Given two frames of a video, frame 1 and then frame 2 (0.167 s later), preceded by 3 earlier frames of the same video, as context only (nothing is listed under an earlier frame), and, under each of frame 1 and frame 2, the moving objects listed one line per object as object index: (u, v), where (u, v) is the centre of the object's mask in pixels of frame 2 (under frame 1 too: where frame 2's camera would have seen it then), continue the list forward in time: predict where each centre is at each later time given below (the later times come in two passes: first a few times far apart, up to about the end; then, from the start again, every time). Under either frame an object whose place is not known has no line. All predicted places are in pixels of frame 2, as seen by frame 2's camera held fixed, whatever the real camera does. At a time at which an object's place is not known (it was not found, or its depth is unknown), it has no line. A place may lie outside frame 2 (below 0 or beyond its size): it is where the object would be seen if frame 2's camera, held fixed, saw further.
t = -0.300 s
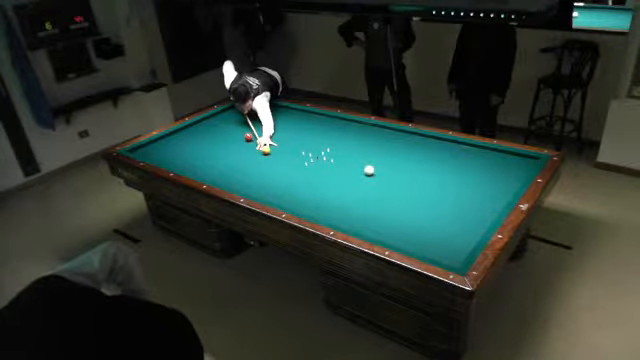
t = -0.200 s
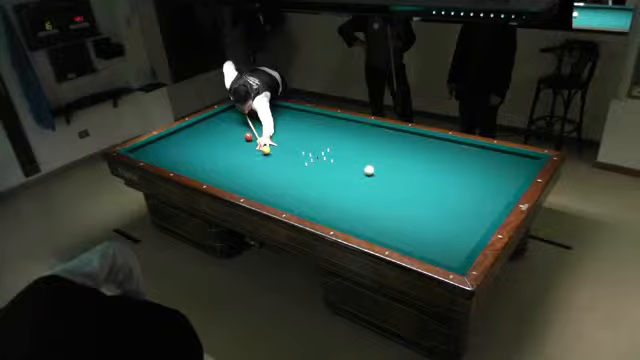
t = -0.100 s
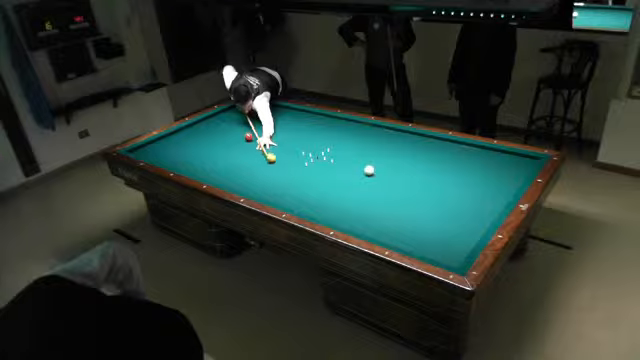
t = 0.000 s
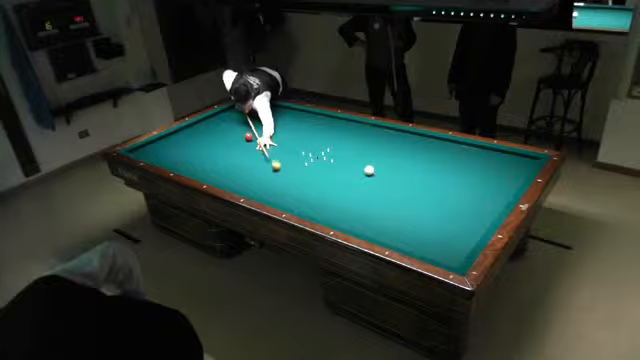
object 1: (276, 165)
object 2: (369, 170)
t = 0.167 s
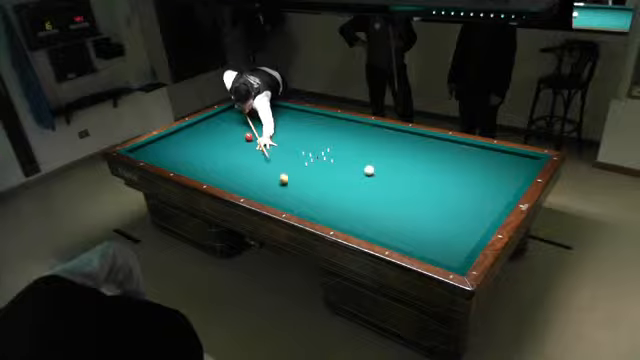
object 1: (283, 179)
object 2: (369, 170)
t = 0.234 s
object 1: (288, 185)
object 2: (369, 170)
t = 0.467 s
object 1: (301, 207)
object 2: (369, 170)
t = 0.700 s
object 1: (335, 213)
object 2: (369, 170)
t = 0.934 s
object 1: (370, 215)
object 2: (369, 170)
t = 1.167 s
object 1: (405, 219)
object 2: (369, 170)
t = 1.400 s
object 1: (442, 221)
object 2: (369, 170)
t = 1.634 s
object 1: (479, 224)
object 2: (369, 170)
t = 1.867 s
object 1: (470, 217)
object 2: (369, 170)
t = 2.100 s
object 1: (455, 210)
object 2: (369, 170)
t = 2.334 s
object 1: (442, 203)
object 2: (369, 170)
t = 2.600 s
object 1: (428, 196)
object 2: (369, 170)
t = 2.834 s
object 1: (417, 190)
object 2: (369, 170)
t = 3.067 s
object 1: (406, 184)
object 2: (369, 170)
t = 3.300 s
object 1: (396, 179)
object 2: (369, 170)
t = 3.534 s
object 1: (388, 174)
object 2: (369, 170)
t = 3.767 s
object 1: (379, 170)
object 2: (369, 170)
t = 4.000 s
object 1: (375, 166)
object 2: (365, 170)
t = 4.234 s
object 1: (371, 161)
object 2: (362, 171)
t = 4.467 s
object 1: (368, 158)
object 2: (360, 170)
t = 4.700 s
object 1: (365, 154)
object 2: (357, 171)
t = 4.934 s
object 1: (362, 150)
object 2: (354, 172)
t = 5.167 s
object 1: (359, 148)
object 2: (352, 172)
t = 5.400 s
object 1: (356, 144)
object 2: (351, 172)
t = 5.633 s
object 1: (354, 141)
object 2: (349, 172)
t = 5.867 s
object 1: (352, 139)
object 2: (348, 172)
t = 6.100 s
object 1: (350, 137)
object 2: (347, 173)
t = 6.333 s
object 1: (348, 134)
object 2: (346, 172)
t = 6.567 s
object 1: (346, 132)
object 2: (346, 172)
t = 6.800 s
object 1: (345, 131)
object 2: (346, 172)
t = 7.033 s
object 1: (343, 128)
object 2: (346, 172)
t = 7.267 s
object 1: (342, 127)
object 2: (346, 172)
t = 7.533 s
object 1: (340, 125)
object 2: (346, 172)
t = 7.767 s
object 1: (339, 123)
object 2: (346, 172)
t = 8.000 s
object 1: (338, 122)
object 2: (346, 172)
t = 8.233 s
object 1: (337, 121)
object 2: (346, 172)
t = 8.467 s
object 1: (336, 120)
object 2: (346, 172)
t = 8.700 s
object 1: (336, 119)
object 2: (346, 172)
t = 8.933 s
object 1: (335, 118)
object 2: (346, 172)
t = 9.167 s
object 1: (333, 118)
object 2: (346, 172)
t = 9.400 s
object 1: (332, 117)
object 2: (346, 172)
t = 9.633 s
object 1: (331, 117)
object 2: (346, 173)
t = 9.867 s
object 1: (330, 117)
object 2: (346, 173)
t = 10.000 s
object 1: (329, 118)
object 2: (346, 172)
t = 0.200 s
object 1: (286, 182)
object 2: (369, 170)
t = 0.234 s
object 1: (288, 185)
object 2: (369, 170)
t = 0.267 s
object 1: (289, 188)
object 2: (369, 170)
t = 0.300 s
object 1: (292, 191)
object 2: (369, 170)
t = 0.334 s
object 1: (294, 195)
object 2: (369, 170)
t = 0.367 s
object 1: (296, 198)
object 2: (369, 170)
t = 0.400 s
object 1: (297, 201)
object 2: (369, 170)
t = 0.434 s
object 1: (299, 204)
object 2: (369, 170)
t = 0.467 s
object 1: (301, 207)
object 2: (369, 170)
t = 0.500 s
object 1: (303, 208)
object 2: (369, 170)
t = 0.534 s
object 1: (310, 211)
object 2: (369, 170)
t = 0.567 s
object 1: (314, 211)
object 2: (369, 170)
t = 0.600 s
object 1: (320, 212)
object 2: (369, 170)
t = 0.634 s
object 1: (325, 212)
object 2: (369, 170)
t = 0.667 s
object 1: (330, 213)
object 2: (369, 170)
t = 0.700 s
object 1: (335, 213)
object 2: (369, 170)
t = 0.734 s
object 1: (340, 213)
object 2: (369, 170)
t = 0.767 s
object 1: (345, 214)
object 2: (369, 170)
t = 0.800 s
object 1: (350, 214)
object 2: (369, 170)
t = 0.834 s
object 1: (355, 214)
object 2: (369, 170)
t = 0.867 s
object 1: (360, 215)
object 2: (369, 170)
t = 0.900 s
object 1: (365, 215)
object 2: (369, 170)
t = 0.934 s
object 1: (370, 215)
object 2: (369, 170)
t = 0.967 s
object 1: (375, 216)
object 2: (369, 170)
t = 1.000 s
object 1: (379, 216)
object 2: (369, 170)
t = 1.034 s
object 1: (385, 217)
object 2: (369, 170)
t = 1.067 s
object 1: (390, 217)
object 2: (369, 170)
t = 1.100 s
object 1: (395, 218)
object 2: (369, 170)
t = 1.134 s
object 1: (400, 218)
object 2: (369, 170)
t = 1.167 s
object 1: (405, 219)
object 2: (369, 170)
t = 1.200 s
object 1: (410, 219)
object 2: (369, 170)
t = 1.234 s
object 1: (415, 219)
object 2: (369, 170)
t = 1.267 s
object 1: (421, 219)
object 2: (369, 170)
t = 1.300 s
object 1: (426, 220)
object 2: (369, 170)
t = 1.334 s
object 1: (431, 220)
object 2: (369, 170)
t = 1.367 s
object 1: (437, 221)
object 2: (369, 170)
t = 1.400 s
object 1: (442, 221)
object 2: (369, 170)
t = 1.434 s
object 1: (447, 221)
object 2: (369, 170)
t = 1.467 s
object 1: (453, 222)
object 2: (369, 170)
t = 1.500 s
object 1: (458, 222)
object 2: (369, 170)
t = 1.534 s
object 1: (463, 222)
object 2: (369, 170)
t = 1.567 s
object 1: (468, 223)
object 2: (369, 170)
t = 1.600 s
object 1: (473, 223)
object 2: (369, 170)
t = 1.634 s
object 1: (479, 224)
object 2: (369, 170)
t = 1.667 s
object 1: (484, 223)
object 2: (369, 170)
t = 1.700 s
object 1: (483, 223)
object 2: (369, 170)
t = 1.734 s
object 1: (480, 222)
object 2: (369, 170)
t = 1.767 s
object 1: (477, 221)
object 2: (369, 170)
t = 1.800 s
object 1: (474, 219)
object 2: (369, 170)
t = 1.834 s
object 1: (472, 218)
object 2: (369, 170)
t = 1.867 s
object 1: (470, 217)
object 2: (369, 170)
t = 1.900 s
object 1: (467, 216)
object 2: (369, 170)
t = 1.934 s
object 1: (465, 215)
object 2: (369, 170)
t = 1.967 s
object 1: (463, 214)
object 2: (369, 170)
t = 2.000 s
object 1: (461, 213)
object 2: (369, 170)
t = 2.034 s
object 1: (459, 212)
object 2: (369, 170)
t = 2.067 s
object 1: (457, 210)
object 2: (369, 170)
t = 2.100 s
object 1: (455, 210)
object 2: (369, 170)
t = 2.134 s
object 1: (453, 209)
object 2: (369, 170)
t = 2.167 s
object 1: (452, 208)
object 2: (369, 170)
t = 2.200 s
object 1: (450, 207)
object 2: (369, 170)
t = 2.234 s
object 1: (448, 206)
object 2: (369, 170)
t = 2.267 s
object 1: (446, 205)
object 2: (369, 170)
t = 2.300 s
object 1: (444, 204)
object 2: (369, 170)
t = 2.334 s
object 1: (442, 203)
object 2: (369, 170)
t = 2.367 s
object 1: (440, 202)
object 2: (369, 170)
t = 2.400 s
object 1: (438, 201)
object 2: (369, 170)
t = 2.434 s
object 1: (437, 200)
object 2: (369, 170)
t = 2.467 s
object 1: (435, 199)
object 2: (369, 170)
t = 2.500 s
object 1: (433, 198)
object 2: (369, 170)
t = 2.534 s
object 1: (432, 198)
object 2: (369, 170)
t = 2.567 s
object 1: (430, 197)
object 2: (369, 170)
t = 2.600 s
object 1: (428, 196)
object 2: (369, 170)
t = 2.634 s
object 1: (427, 195)
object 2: (369, 170)
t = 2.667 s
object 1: (425, 194)
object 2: (369, 170)
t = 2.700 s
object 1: (423, 193)
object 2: (369, 170)
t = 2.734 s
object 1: (422, 192)
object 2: (369, 170)
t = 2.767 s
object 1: (420, 191)
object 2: (369, 170)
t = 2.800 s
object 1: (418, 191)
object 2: (369, 170)
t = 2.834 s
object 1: (417, 190)
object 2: (369, 170)
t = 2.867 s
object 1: (415, 189)
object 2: (369, 170)
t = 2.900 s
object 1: (414, 188)
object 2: (369, 170)
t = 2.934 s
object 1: (412, 187)
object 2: (369, 170)
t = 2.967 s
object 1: (411, 187)
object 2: (369, 170)
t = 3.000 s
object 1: (409, 186)
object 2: (369, 170)
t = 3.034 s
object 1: (408, 185)
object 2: (369, 170)
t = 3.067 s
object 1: (406, 184)
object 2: (369, 170)
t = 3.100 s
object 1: (405, 184)
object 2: (369, 170)
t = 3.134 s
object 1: (403, 183)
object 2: (369, 170)
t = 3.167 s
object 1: (402, 182)
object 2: (369, 170)
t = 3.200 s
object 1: (401, 181)
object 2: (369, 171)
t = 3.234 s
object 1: (399, 181)
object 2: (369, 170)
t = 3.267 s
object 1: (398, 180)
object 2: (369, 170)
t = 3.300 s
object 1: (396, 179)
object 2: (369, 170)
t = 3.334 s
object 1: (395, 178)
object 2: (369, 170)
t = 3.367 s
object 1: (394, 178)
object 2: (369, 170)
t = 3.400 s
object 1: (393, 177)
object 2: (369, 170)
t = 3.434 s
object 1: (392, 177)
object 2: (369, 170)
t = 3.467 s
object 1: (390, 176)
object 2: (369, 170)
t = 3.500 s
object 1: (389, 175)
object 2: (369, 170)
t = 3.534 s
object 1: (388, 174)
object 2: (369, 170)
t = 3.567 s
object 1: (387, 174)
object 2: (369, 171)
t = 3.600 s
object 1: (386, 173)
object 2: (369, 170)
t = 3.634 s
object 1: (385, 173)
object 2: (369, 170)
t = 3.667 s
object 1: (383, 172)
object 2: (369, 170)
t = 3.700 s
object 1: (382, 172)
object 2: (369, 170)
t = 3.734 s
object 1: (380, 171)
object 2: (369, 170)
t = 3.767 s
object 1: (379, 170)
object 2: (369, 170)
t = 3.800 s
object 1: (378, 169)
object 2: (369, 171)
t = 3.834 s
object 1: (377, 169)
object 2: (369, 171)
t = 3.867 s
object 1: (377, 168)
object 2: (367, 171)
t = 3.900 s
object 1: (377, 168)
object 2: (367, 170)
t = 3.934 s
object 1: (376, 167)
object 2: (367, 171)
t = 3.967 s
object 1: (375, 166)
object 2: (366, 170)
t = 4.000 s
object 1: (375, 166)
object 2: (365, 170)
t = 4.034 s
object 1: (374, 165)
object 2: (365, 170)
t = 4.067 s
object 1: (374, 165)
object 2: (364, 171)
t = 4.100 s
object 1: (373, 164)
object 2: (364, 171)
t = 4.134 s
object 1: (373, 163)
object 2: (364, 170)
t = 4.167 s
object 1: (372, 163)
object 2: (363, 170)
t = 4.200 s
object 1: (372, 162)
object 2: (363, 170)
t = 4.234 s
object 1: (371, 161)
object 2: (362, 171)
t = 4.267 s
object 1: (371, 161)
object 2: (362, 170)
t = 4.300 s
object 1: (370, 160)
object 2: (362, 171)
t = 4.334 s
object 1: (370, 160)
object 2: (361, 170)
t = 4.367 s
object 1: (370, 159)
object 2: (361, 171)
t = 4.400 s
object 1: (369, 159)
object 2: (360, 170)
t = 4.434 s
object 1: (368, 158)
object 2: (360, 171)
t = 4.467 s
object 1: (368, 158)
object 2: (360, 170)
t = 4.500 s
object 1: (367, 157)
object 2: (359, 170)
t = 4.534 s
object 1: (367, 157)
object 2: (359, 171)
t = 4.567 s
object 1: (366, 156)
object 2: (358, 171)
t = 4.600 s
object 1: (366, 156)
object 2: (358, 171)
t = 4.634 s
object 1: (366, 155)
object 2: (358, 171)
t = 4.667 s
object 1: (365, 154)
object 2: (357, 171)
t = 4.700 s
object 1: (365, 154)
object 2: (357, 171)
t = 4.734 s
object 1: (364, 154)
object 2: (356, 171)
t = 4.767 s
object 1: (364, 153)
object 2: (356, 171)
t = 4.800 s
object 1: (363, 152)
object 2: (355, 171)
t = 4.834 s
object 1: (363, 152)
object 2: (355, 171)
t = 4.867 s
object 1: (363, 151)
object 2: (355, 171)
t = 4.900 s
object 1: (362, 151)
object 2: (355, 171)
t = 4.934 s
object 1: (362, 150)
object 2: (354, 172)
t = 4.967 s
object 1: (361, 150)
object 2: (354, 172)
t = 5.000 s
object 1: (361, 149)
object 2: (354, 172)
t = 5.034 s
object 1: (361, 149)
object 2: (353, 172)
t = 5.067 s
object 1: (360, 149)
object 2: (353, 172)
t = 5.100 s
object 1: (360, 148)
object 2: (353, 172)
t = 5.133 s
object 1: (360, 148)
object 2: (353, 172)
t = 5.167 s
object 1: (359, 148)
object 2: (352, 172)
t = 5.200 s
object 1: (359, 147)
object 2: (352, 172)
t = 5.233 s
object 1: (358, 147)
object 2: (352, 172)
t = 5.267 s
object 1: (358, 146)
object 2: (352, 172)
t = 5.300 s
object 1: (358, 146)
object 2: (351, 172)
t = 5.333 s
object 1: (357, 145)
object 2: (351, 172)
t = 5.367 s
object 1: (357, 145)
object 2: (351, 172)
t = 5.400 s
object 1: (356, 144)
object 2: (351, 172)
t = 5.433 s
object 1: (356, 144)
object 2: (350, 172)
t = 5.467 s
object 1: (356, 143)
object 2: (350, 172)
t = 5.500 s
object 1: (355, 143)
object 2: (350, 172)
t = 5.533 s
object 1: (355, 143)
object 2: (350, 172)
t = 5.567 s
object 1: (355, 143)
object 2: (350, 172)
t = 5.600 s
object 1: (355, 142)
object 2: (349, 172)
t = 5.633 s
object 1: (354, 141)
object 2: (349, 172)
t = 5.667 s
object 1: (354, 142)
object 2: (349, 172)
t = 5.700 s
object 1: (353, 141)
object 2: (349, 172)
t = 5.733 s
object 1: (353, 141)
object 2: (349, 172)
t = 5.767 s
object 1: (353, 140)
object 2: (348, 172)
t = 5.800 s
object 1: (353, 140)
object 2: (348, 172)
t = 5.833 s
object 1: (352, 139)
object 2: (348, 172)
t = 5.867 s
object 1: (352, 139)
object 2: (348, 172)
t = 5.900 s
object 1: (352, 139)
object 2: (348, 172)
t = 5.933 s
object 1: (351, 138)
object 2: (347, 172)
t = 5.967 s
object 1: (351, 138)
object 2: (347, 172)
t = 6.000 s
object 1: (351, 138)
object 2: (347, 172)
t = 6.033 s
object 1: (350, 137)
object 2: (347, 172)
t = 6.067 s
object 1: (350, 137)
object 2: (347, 173)
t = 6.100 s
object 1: (350, 137)
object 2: (347, 173)
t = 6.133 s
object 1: (350, 136)
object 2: (347, 172)
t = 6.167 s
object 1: (349, 136)
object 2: (347, 172)
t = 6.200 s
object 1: (349, 136)
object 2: (347, 172)
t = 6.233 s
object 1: (349, 135)
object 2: (346, 172)
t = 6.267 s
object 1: (348, 135)
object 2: (346, 172)
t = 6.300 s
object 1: (348, 135)
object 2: (346, 172)
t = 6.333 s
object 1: (348, 134)
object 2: (346, 172)
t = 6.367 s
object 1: (348, 134)
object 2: (346, 172)
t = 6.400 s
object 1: (347, 134)
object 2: (346, 172)
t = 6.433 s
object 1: (347, 133)
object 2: (346, 172)
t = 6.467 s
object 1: (347, 133)
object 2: (346, 172)
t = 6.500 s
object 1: (347, 133)
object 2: (346, 172)
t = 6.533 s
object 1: (346, 132)
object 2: (346, 172)
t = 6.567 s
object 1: (346, 132)
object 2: (346, 172)
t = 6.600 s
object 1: (346, 132)
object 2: (346, 172)
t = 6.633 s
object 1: (346, 132)
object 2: (346, 172)
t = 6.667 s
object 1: (346, 131)
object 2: (346, 172)
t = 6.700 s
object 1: (345, 131)
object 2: (346, 172)
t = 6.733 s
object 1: (345, 131)
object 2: (346, 172)
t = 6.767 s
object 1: (345, 131)
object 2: (346, 172)
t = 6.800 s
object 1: (345, 131)
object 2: (346, 172)
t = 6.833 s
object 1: (345, 130)
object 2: (346, 172)
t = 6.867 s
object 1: (344, 130)
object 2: (346, 172)
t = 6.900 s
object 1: (344, 130)
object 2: (346, 172)
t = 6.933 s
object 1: (344, 129)
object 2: (346, 172)
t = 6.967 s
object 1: (343, 129)
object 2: (346, 172)
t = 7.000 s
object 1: (343, 129)
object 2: (346, 172)
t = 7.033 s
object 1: (343, 128)
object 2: (346, 172)
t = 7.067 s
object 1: (343, 128)
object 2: (346, 172)
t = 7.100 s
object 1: (343, 128)
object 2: (346, 172)
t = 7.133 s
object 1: (342, 128)
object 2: (346, 172)
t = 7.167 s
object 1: (342, 128)
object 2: (346, 172)
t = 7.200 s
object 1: (342, 127)
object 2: (346, 172)
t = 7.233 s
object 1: (342, 127)
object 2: (346, 172)
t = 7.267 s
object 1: (342, 127)
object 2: (346, 172)
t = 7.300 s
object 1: (342, 127)
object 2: (346, 172)
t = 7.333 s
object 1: (341, 126)
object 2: (346, 172)
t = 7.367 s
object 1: (341, 126)
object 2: (346, 172)
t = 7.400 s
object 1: (341, 126)
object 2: (346, 172)
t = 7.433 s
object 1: (341, 125)
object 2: (346, 172)
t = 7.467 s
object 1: (340, 125)
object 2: (346, 172)
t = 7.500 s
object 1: (340, 125)
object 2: (346, 172)
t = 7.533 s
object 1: (340, 125)
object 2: (346, 172)
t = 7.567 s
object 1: (340, 124)
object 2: (346, 172)
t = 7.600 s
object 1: (340, 124)
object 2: (346, 172)
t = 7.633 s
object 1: (340, 124)
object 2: (346, 172)
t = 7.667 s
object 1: (339, 124)
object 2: (346, 172)
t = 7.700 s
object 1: (339, 124)
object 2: (346, 172)
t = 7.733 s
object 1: (339, 123)
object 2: (346, 172)
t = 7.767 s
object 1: (339, 123)
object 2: (346, 172)
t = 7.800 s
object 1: (339, 123)
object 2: (346, 172)
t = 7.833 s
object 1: (339, 123)
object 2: (346, 172)
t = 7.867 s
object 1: (339, 123)
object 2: (346, 172)
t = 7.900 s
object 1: (339, 123)
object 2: (346, 172)
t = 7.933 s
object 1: (338, 122)
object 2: (346, 172)
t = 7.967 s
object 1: (338, 122)
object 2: (346, 172)
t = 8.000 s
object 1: (338, 122)
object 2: (346, 172)
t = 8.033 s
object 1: (338, 122)
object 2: (346, 172)
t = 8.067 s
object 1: (338, 122)
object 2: (346, 172)
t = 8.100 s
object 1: (338, 121)
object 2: (346, 172)
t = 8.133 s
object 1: (338, 121)
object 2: (346, 172)
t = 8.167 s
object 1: (337, 121)
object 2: (346, 172)
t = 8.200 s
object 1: (337, 121)
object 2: (346, 172)
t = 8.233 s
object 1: (337, 121)
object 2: (346, 172)
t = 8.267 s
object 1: (337, 121)
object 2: (346, 172)
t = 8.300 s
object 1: (337, 120)
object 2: (346, 172)
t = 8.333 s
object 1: (336, 120)
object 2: (346, 172)
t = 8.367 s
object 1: (336, 120)
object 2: (346, 172)
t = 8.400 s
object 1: (336, 120)
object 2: (346, 172)
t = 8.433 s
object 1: (336, 120)
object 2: (346, 172)
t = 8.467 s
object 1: (336, 120)
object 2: (346, 172)
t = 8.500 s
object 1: (336, 119)
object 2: (346, 172)
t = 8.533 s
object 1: (336, 119)
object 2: (346, 172)
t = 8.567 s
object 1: (336, 119)
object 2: (346, 172)
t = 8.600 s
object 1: (336, 119)
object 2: (346, 172)
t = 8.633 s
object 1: (336, 119)
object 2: (346, 172)
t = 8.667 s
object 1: (336, 119)
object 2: (346, 172)
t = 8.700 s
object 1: (336, 119)
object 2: (346, 172)
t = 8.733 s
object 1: (335, 118)
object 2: (346, 172)
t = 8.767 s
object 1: (335, 118)
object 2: (346, 172)
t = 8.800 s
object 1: (335, 118)
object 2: (346, 172)
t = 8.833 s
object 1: (335, 118)
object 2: (346, 172)
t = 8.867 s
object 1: (335, 118)
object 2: (346, 172)
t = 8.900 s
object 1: (335, 118)
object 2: (346, 172)
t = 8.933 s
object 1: (335, 118)
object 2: (346, 172)
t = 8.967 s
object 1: (335, 118)
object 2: (346, 172)
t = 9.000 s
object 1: (334, 118)
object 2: (346, 172)
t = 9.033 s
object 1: (334, 118)
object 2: (346, 172)
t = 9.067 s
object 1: (333, 118)
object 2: (346, 172)
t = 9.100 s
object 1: (333, 118)
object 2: (346, 172)
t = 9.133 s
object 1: (333, 118)
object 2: (346, 172)
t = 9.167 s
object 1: (333, 118)
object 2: (346, 172)
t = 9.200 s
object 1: (333, 118)
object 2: (346, 172)
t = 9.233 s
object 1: (333, 118)
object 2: (346, 172)
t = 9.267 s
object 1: (333, 118)
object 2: (346, 172)
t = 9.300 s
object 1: (332, 118)
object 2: (346, 172)
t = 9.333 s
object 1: (332, 118)
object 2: (346, 172)
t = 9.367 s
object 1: (332, 117)
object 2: (346, 172)
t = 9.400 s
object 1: (332, 117)
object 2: (346, 172)
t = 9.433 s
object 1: (332, 117)
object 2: (346, 172)
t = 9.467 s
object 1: (331, 117)
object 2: (346, 172)
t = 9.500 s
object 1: (331, 117)
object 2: (346, 172)
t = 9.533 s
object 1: (331, 117)
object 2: (346, 173)
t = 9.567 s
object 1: (331, 117)
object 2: (346, 173)
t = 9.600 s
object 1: (331, 117)
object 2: (346, 173)
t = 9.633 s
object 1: (331, 117)
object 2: (346, 173)
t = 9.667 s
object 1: (330, 117)
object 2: (346, 173)
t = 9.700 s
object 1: (330, 117)
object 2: (346, 173)
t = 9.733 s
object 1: (330, 117)
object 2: (346, 173)
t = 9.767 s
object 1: (330, 117)
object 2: (346, 173)
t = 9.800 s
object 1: (330, 117)
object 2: (346, 173)
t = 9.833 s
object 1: (330, 117)
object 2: (346, 173)
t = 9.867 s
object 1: (330, 117)
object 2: (346, 173)
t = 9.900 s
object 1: (329, 118)
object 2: (346, 172)
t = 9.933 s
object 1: (329, 118)
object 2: (346, 172)
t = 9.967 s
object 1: (329, 118)
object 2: (346, 172)
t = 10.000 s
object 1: (329, 118)
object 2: (346, 172)
